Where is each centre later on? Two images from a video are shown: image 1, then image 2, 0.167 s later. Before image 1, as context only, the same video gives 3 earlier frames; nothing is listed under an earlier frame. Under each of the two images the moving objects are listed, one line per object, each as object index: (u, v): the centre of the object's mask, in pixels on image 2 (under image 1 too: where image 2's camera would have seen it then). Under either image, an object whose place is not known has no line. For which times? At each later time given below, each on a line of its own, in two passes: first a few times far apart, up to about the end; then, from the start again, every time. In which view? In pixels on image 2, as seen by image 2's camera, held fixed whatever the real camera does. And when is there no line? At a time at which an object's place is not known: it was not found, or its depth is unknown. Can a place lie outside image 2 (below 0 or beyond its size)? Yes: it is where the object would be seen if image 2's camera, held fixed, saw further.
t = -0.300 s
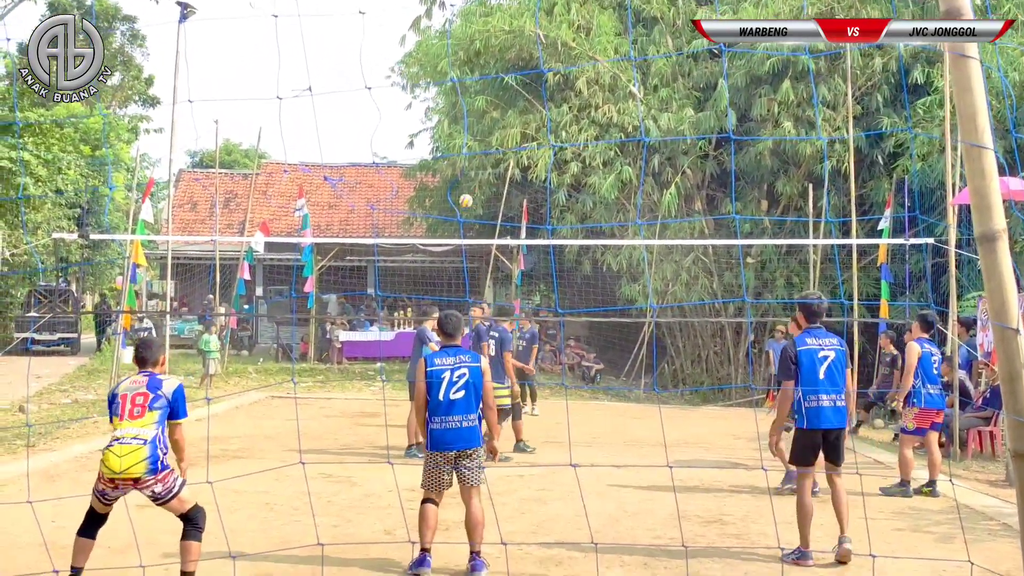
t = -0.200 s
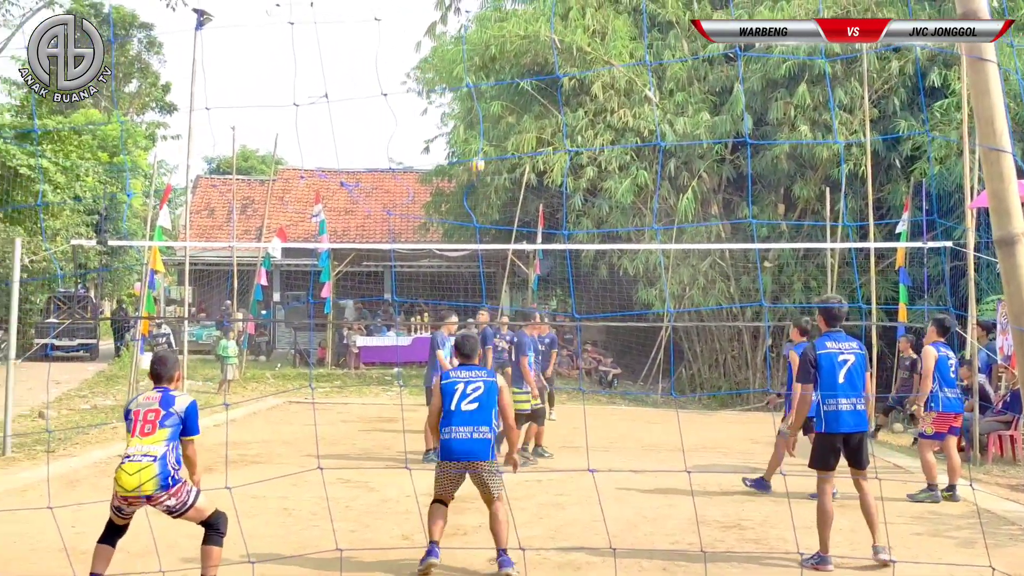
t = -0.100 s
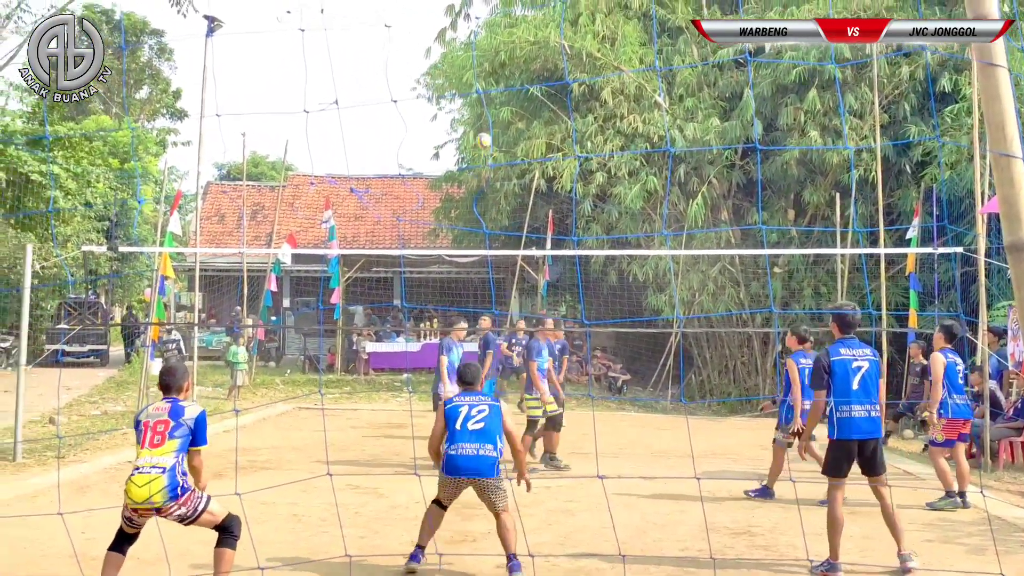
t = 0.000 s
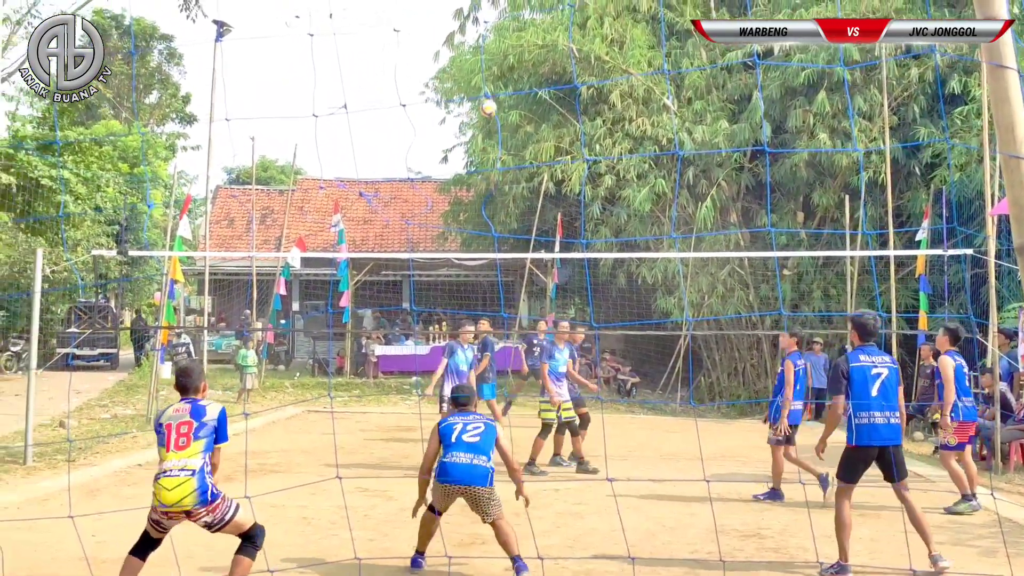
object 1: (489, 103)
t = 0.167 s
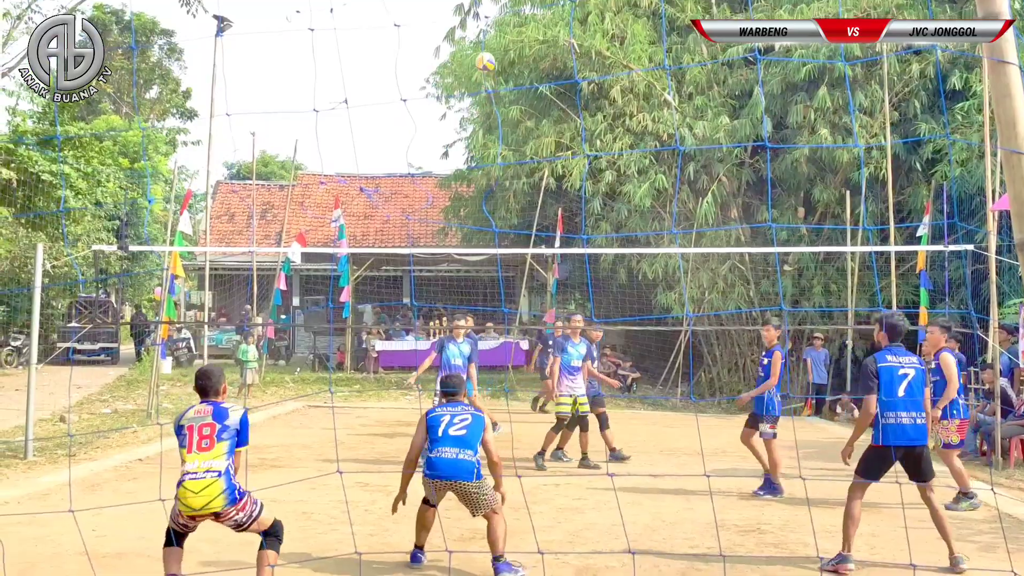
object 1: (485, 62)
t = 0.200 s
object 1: (485, 58)
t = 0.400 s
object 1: (477, 53)
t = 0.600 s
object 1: (460, 110)
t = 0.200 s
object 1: (485, 58)
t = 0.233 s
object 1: (484, 54)
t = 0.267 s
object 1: (482, 52)
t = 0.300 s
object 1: (481, 49)
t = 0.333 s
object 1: (480, 49)
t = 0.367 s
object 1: (478, 50)
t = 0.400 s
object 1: (477, 53)
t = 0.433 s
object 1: (473, 60)
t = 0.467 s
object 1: (471, 67)
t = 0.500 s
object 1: (469, 76)
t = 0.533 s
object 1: (466, 85)
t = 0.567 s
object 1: (463, 97)
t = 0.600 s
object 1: (460, 110)
